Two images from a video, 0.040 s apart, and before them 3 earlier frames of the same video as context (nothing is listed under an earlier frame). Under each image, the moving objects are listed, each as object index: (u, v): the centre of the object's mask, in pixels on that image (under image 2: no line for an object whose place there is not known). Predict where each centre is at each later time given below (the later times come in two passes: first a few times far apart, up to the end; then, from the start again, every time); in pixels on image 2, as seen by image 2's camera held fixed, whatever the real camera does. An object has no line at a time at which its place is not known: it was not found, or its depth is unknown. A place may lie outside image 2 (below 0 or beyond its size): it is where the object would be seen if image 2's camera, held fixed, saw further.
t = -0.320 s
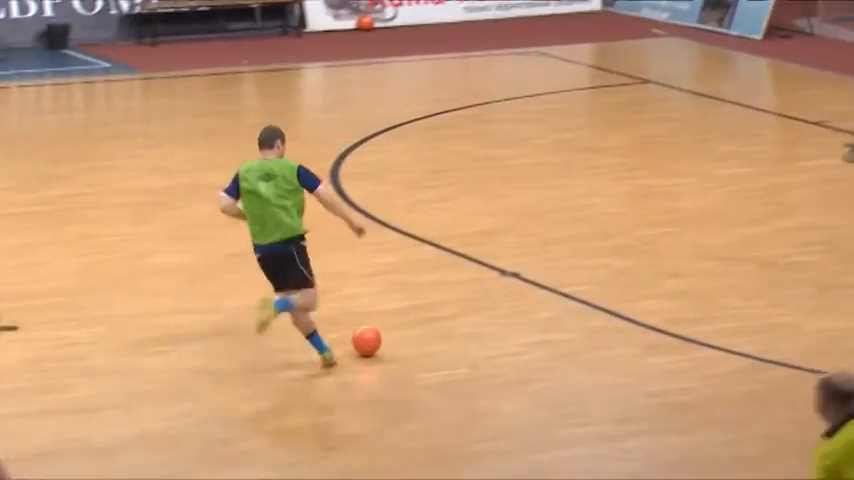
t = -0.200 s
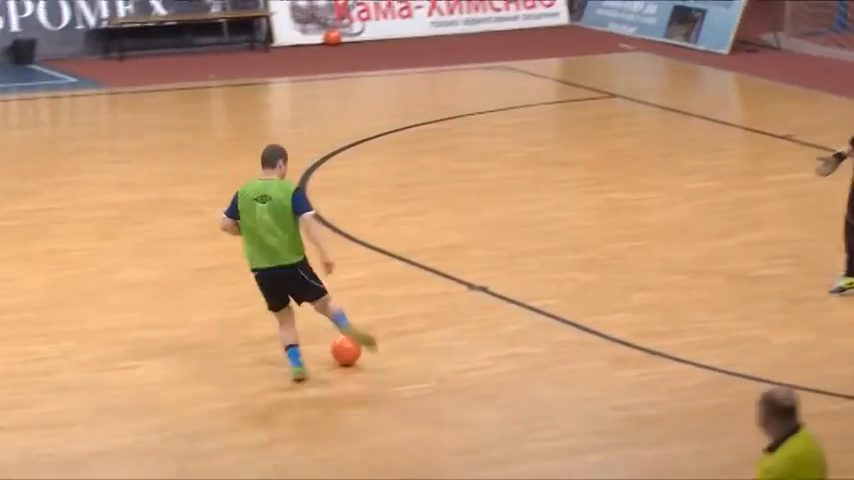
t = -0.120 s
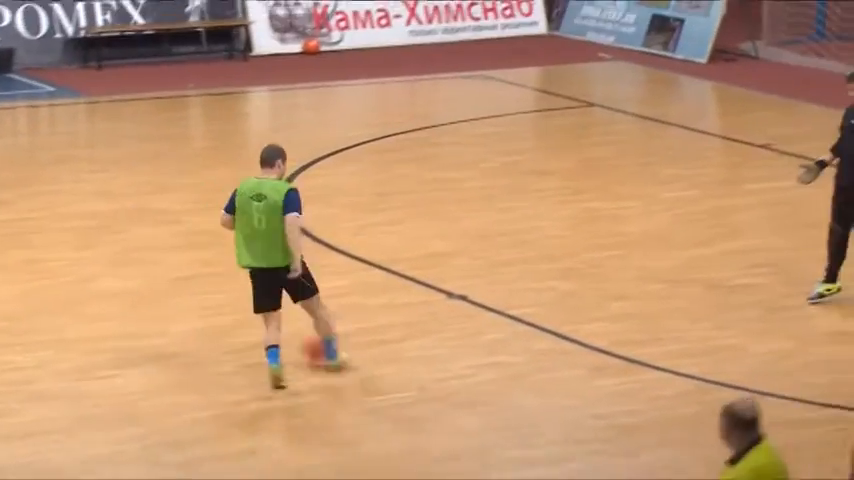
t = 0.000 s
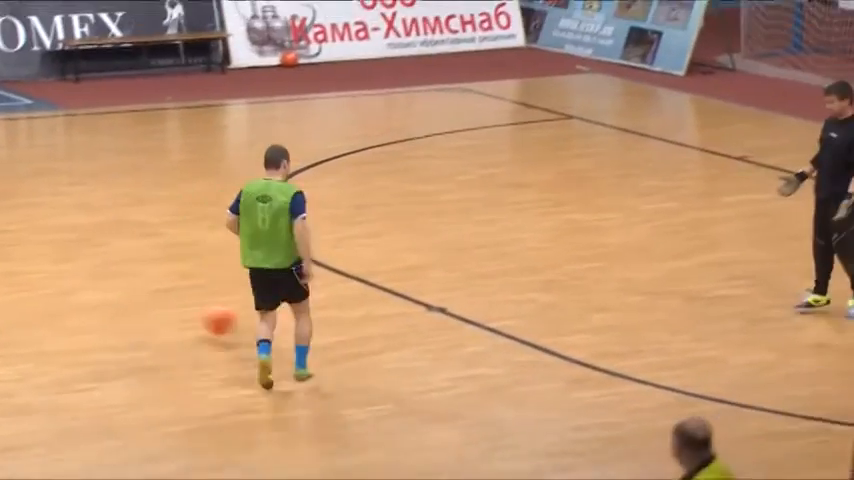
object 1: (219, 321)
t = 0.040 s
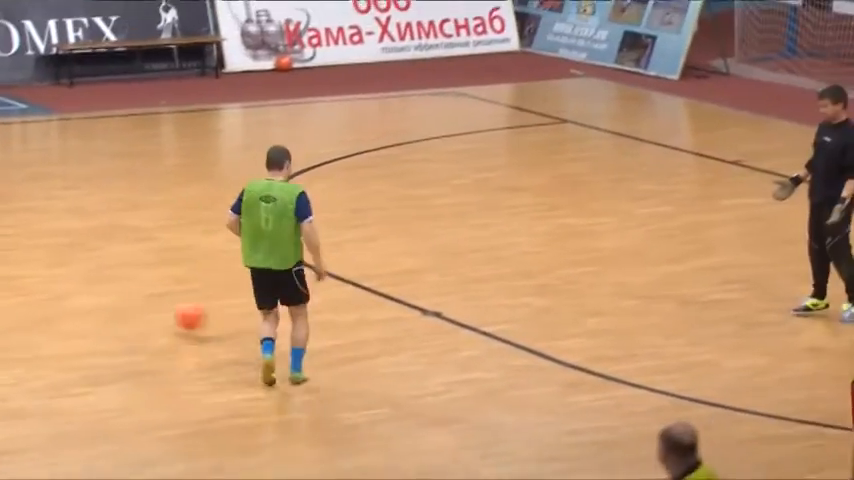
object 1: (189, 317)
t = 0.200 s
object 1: (105, 283)
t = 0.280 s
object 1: (68, 268)
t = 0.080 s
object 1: (166, 312)
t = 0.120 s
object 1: (145, 302)
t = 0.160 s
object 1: (124, 293)
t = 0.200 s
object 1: (105, 283)
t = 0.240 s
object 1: (86, 275)
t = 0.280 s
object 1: (68, 268)
